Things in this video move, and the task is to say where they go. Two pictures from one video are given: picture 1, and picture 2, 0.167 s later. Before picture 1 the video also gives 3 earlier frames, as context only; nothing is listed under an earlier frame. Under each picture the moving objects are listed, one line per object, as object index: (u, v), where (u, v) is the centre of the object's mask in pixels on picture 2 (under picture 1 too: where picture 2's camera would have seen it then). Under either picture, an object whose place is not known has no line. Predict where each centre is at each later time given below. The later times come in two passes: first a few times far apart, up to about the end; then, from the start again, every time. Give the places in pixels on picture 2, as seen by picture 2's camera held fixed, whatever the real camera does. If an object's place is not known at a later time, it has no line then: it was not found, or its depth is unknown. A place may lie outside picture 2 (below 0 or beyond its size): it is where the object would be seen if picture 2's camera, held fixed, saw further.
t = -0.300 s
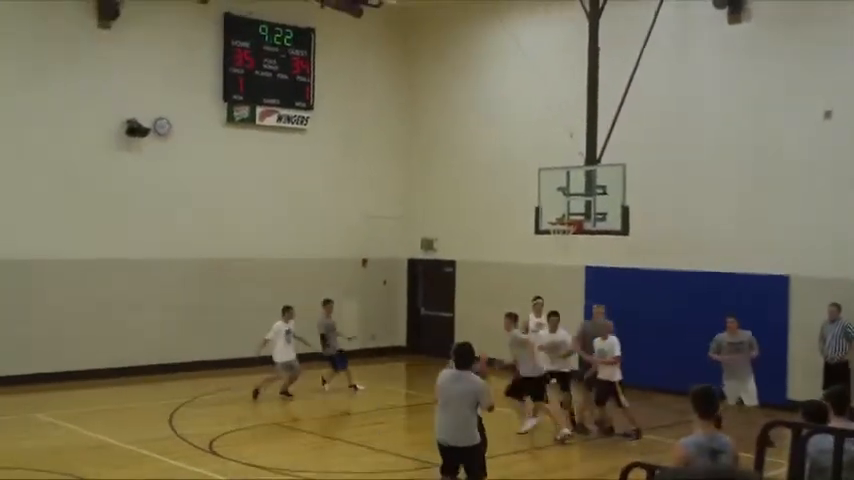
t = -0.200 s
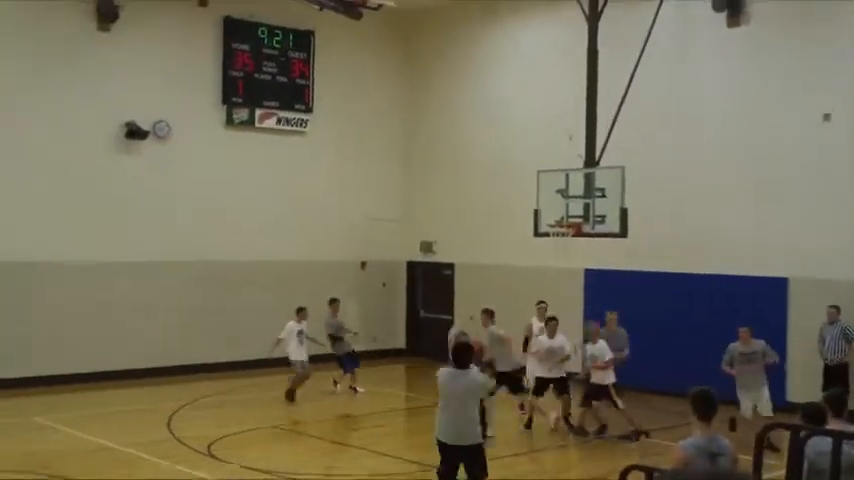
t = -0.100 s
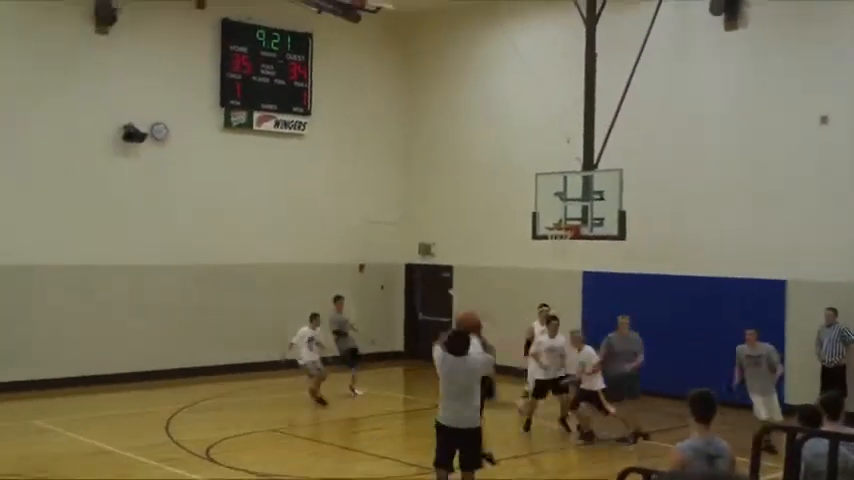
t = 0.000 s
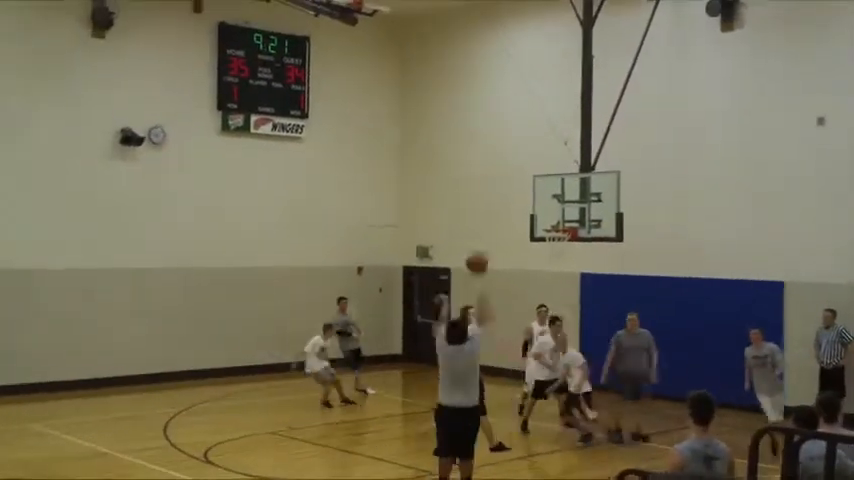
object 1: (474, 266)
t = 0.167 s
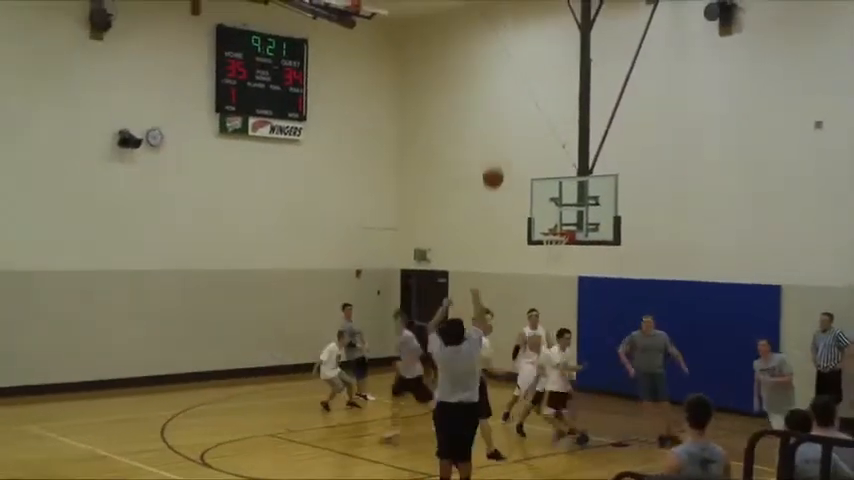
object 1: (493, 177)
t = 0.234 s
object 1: (499, 151)
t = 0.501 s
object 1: (524, 91)
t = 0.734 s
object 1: (541, 88)
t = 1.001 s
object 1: (559, 129)
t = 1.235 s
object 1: (571, 197)
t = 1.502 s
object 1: (569, 240)
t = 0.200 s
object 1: (496, 164)
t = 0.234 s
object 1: (499, 151)
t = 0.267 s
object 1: (503, 140)
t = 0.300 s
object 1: (505, 130)
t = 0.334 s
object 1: (509, 121)
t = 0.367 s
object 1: (512, 113)
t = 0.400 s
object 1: (515, 106)
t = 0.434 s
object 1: (517, 100)
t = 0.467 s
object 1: (521, 95)
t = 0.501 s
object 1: (524, 91)
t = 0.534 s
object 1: (526, 88)
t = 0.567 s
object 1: (529, 86)
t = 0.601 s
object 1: (531, 85)
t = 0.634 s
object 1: (534, 84)
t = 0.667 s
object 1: (536, 85)
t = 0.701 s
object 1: (539, 86)
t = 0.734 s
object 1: (541, 88)
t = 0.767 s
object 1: (544, 91)
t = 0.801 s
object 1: (546, 95)
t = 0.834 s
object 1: (548, 98)
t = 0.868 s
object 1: (551, 103)
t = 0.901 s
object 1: (553, 109)
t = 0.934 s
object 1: (555, 115)
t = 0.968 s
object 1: (557, 122)
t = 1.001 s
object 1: (559, 129)
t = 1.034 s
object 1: (560, 137)
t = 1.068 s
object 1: (563, 145)
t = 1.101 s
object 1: (565, 155)
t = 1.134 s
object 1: (566, 164)
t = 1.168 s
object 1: (568, 174)
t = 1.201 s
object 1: (570, 186)
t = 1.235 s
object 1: (571, 197)
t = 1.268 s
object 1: (572, 208)
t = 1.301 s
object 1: (574, 220)
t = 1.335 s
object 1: (577, 231)
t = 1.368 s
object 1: (578, 234)
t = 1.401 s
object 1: (575, 237)
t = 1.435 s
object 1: (575, 237)
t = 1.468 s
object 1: (573, 239)
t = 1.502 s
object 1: (569, 240)
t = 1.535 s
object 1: (567, 247)
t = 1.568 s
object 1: (564, 251)
